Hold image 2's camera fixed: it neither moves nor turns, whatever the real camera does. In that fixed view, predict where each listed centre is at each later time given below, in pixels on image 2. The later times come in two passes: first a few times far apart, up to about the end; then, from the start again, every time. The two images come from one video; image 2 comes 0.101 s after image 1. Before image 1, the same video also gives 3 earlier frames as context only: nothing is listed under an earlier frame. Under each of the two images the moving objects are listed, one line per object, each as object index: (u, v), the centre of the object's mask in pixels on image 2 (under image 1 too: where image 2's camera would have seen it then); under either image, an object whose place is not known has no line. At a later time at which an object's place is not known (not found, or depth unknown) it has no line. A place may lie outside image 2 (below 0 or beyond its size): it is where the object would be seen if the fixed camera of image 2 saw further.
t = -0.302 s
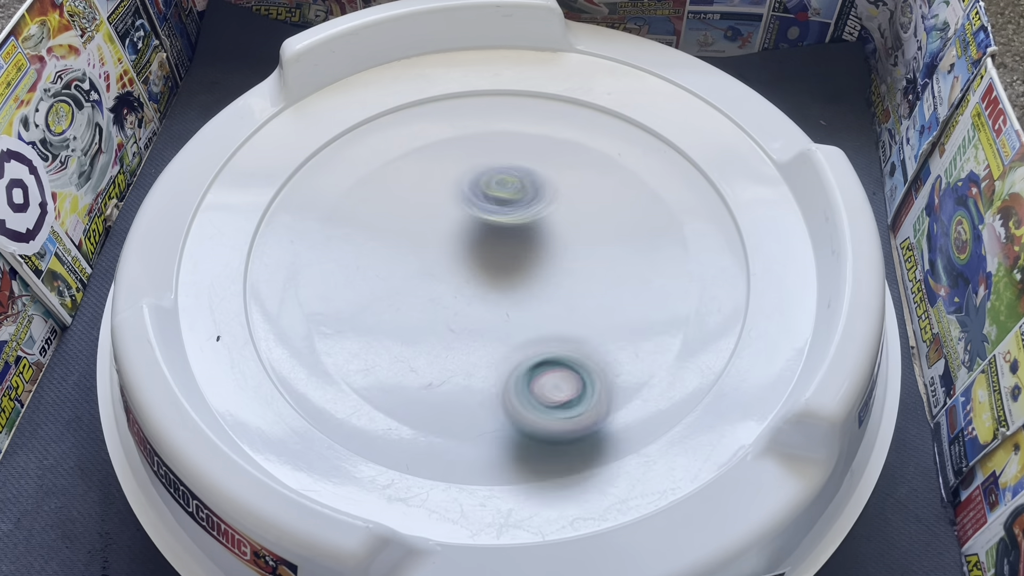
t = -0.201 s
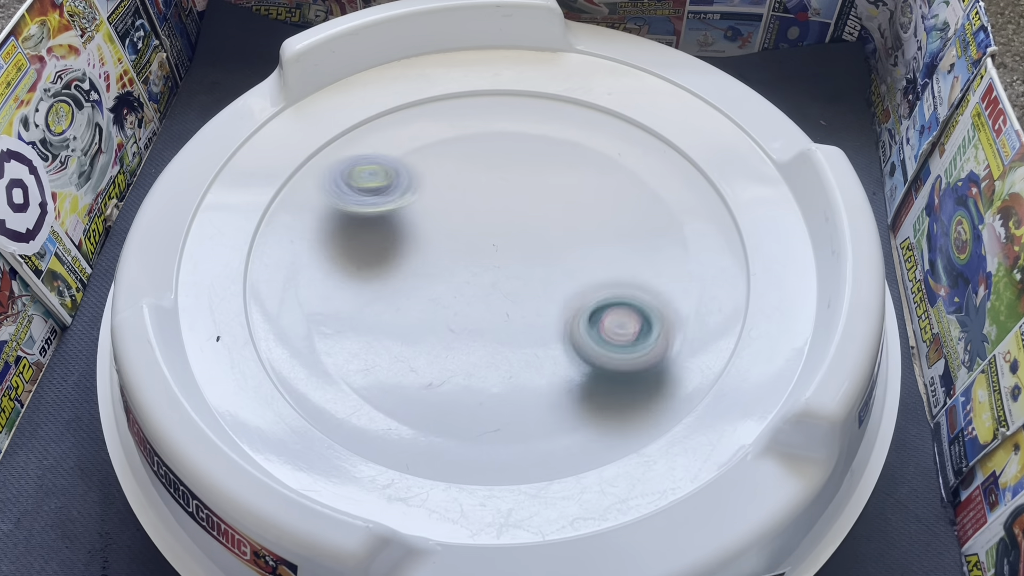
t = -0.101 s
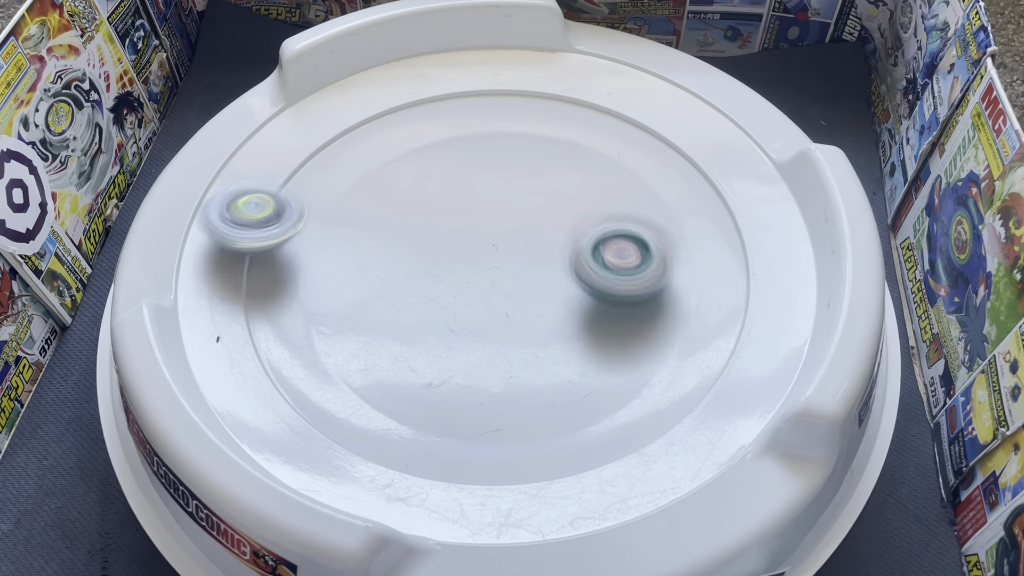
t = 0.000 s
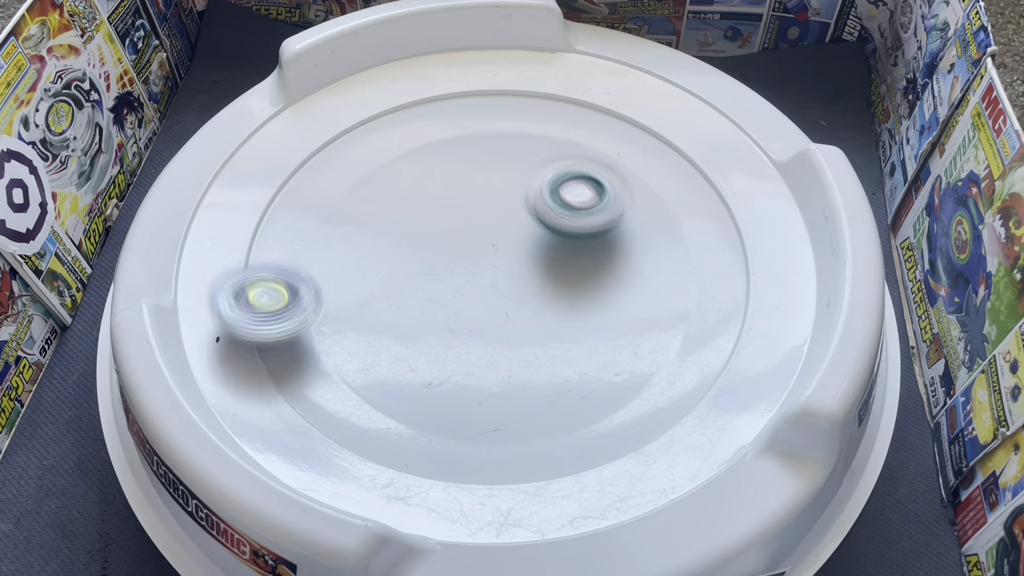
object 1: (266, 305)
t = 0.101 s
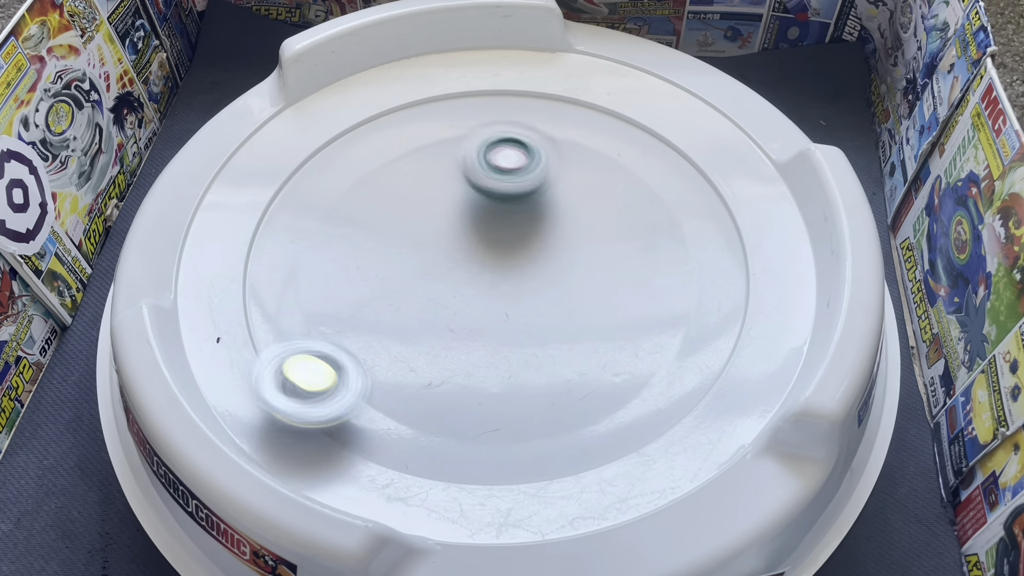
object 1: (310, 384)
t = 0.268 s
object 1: (510, 373)
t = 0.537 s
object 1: (487, 128)
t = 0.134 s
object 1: (347, 403)
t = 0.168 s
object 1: (390, 412)
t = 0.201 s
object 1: (434, 408)
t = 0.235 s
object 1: (474, 395)
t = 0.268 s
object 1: (510, 373)
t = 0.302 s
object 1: (537, 344)
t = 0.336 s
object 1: (555, 311)
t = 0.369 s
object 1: (563, 276)
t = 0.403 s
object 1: (560, 240)
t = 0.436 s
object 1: (550, 208)
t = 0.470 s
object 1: (534, 177)
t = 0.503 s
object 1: (512, 151)
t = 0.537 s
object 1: (487, 128)
